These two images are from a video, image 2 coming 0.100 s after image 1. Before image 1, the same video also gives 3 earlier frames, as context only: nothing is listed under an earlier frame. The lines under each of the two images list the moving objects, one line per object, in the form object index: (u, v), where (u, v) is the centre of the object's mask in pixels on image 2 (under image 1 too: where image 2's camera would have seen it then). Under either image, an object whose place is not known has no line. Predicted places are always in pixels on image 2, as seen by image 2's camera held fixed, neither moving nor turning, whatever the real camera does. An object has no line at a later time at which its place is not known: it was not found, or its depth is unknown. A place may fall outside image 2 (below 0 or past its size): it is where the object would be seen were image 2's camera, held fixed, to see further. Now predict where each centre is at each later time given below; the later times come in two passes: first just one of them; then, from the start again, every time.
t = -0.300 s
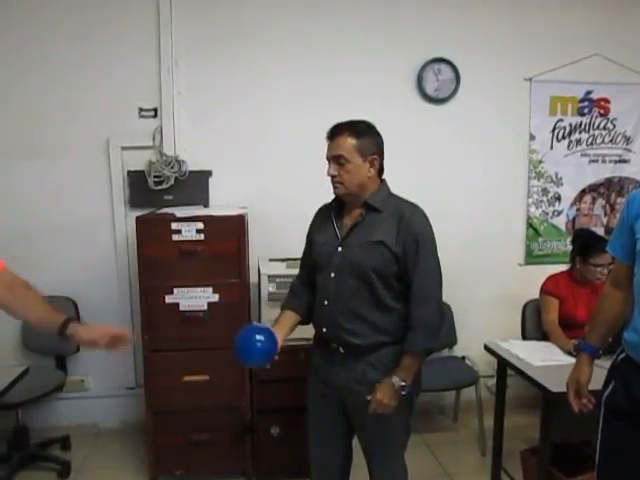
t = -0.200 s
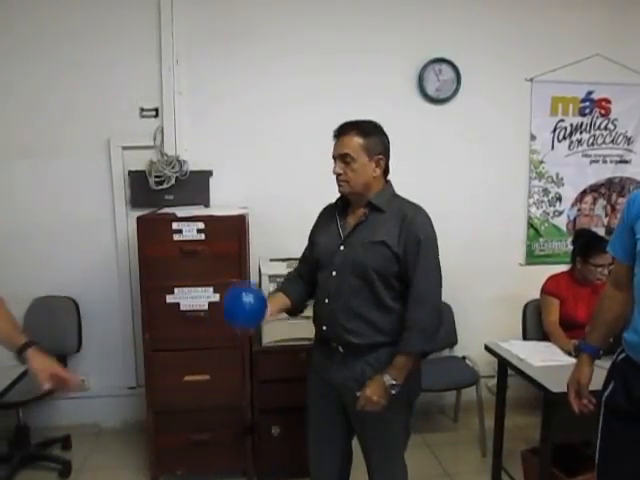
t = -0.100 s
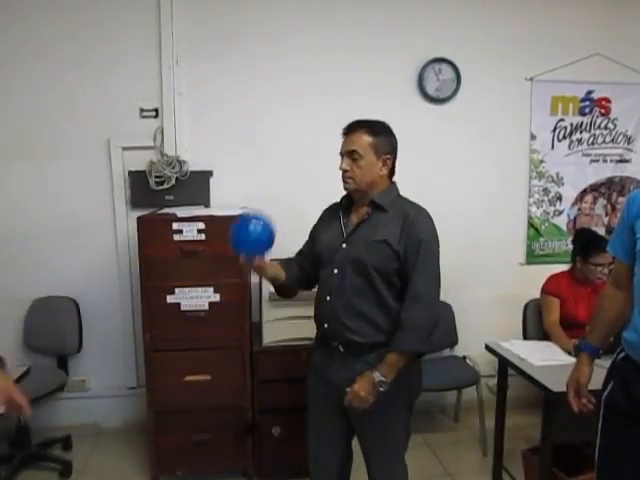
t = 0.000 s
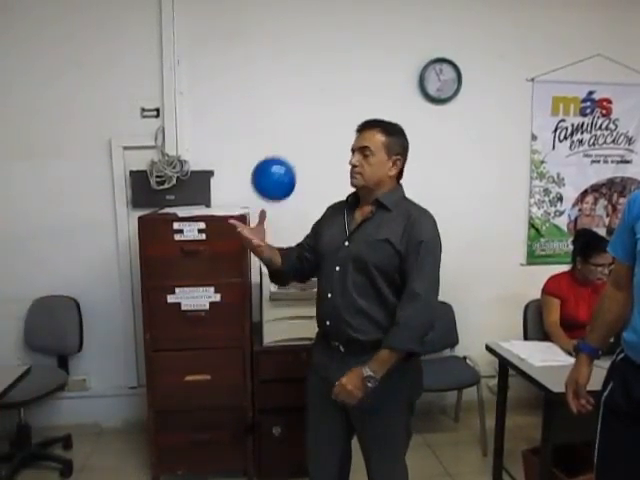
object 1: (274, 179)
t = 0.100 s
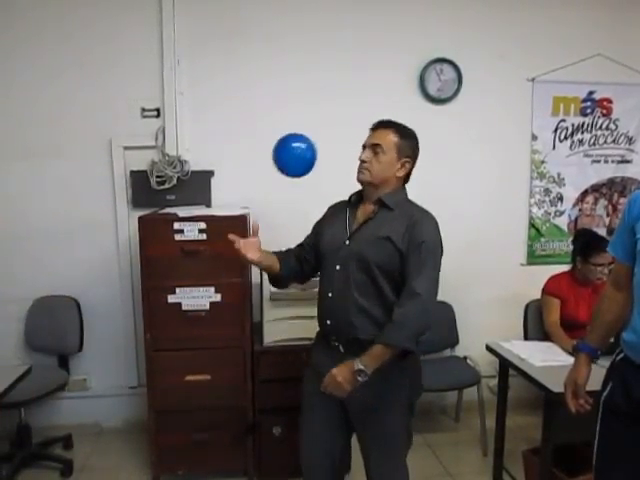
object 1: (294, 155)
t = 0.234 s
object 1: (319, 168)
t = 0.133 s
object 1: (301, 154)
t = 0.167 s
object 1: (307, 155)
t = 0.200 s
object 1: (313, 160)
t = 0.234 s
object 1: (319, 168)
